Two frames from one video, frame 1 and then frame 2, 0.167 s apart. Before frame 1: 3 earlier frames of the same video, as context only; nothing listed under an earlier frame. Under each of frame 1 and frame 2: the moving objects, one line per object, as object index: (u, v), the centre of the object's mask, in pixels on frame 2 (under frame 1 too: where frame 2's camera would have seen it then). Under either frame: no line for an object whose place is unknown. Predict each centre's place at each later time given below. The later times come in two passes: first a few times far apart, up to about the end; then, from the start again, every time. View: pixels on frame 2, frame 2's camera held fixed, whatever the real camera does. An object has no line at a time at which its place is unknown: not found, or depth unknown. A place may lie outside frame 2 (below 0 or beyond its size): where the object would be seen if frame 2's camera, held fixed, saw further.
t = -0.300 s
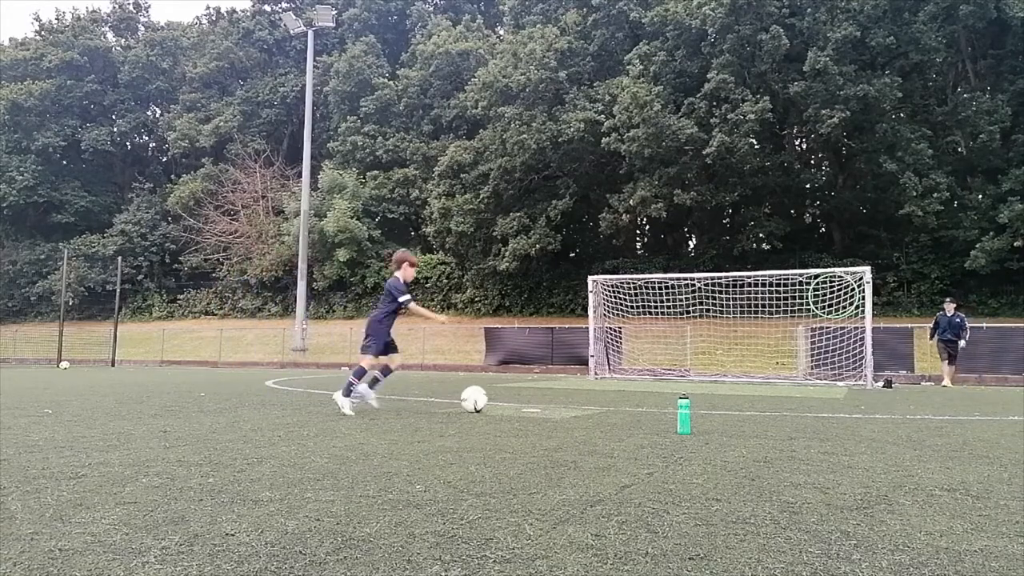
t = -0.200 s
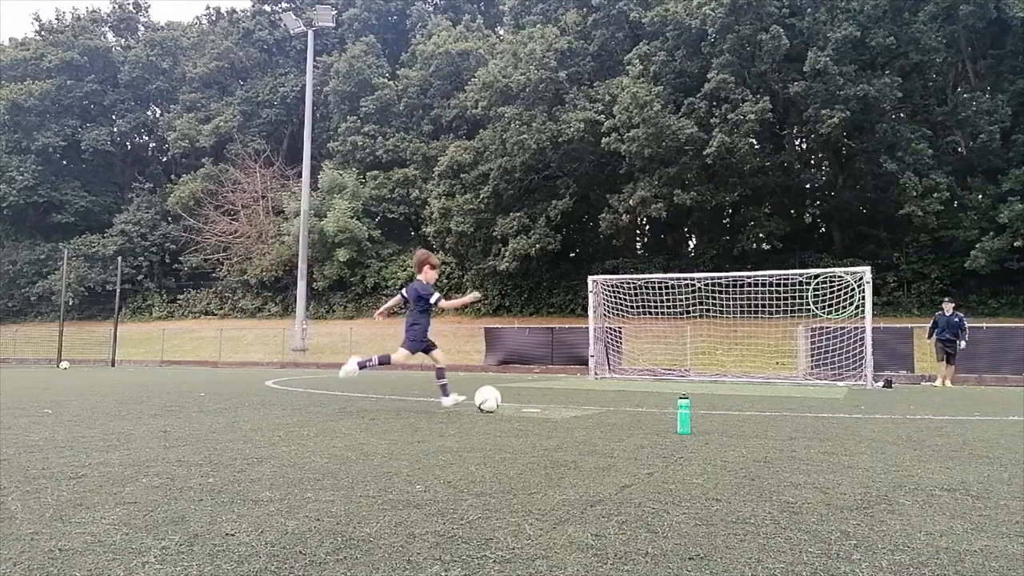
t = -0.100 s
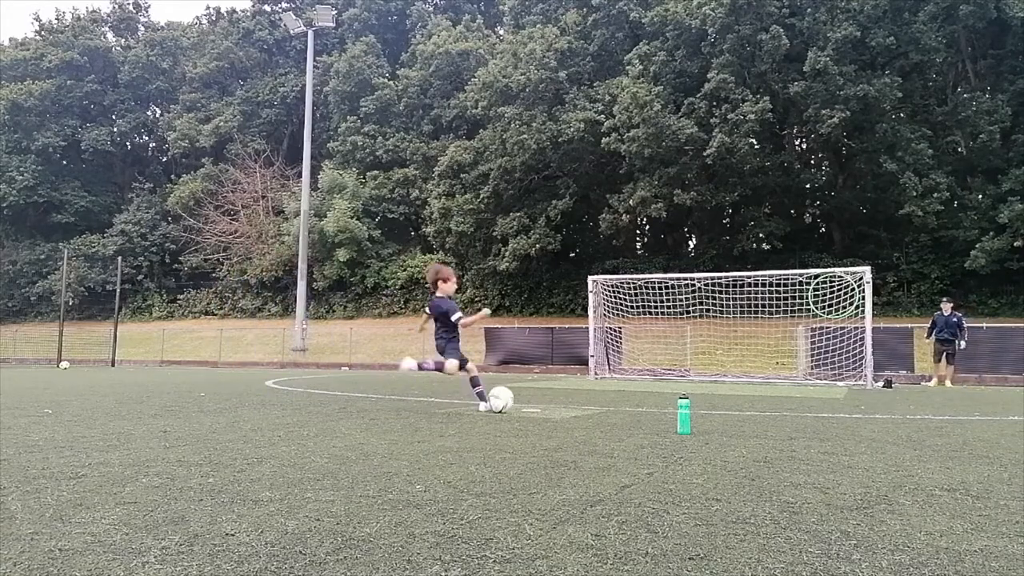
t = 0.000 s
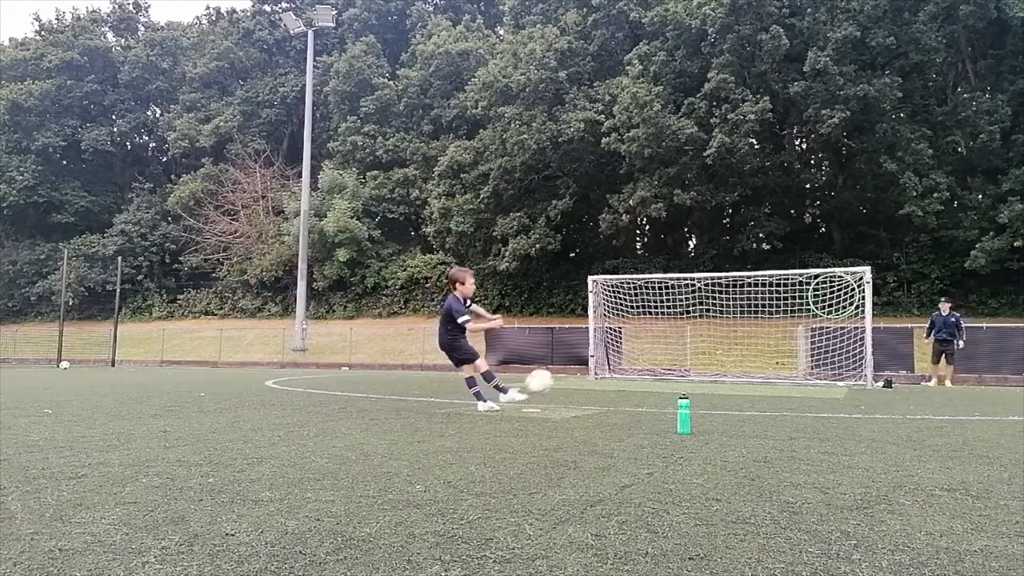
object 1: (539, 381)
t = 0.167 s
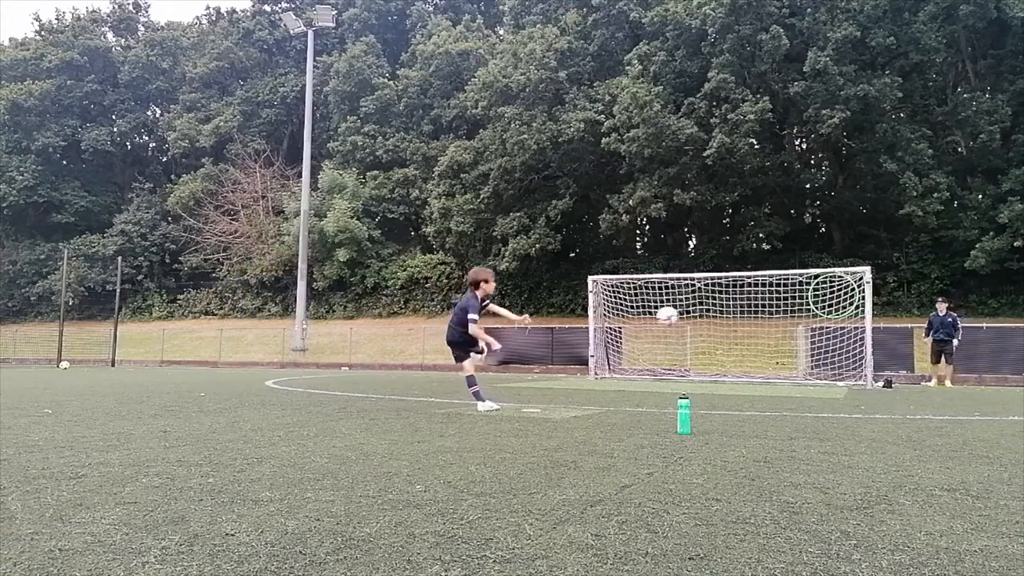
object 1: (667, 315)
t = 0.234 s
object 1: (702, 303)
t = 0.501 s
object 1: (793, 295)
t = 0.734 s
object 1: (845, 301)
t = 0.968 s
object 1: (856, 355)
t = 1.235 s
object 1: (858, 346)
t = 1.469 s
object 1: (851, 332)
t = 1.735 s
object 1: (840, 357)
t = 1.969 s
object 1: (837, 368)
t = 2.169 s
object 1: (839, 358)
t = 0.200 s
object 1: (685, 309)
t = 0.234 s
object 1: (702, 303)
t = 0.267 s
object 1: (717, 299)
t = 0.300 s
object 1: (731, 296)
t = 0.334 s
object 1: (743, 294)
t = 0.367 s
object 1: (755, 292)
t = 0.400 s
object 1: (766, 292)
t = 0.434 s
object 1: (775, 292)
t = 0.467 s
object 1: (784, 293)
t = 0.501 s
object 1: (793, 295)
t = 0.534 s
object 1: (800, 296)
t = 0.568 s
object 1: (807, 300)
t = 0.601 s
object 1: (814, 302)
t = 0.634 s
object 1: (822, 305)
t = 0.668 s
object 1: (831, 304)
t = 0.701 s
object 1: (839, 302)
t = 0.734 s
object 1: (845, 301)
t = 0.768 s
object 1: (848, 305)
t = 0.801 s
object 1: (849, 312)
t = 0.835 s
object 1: (851, 319)
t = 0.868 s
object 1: (852, 327)
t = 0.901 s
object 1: (853, 336)
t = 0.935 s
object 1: (855, 345)
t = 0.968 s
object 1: (856, 355)
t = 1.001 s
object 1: (858, 366)
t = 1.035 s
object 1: (858, 378)
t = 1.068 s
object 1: (859, 377)
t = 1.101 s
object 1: (859, 370)
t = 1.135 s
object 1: (859, 363)
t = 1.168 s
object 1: (859, 357)
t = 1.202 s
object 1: (859, 351)
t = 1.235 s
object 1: (858, 346)
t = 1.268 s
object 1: (858, 342)
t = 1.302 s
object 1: (858, 339)
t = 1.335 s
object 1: (856, 336)
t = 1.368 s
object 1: (854, 334)
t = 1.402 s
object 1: (853, 333)
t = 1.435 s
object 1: (852, 332)
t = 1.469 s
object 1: (851, 332)
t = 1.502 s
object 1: (849, 333)
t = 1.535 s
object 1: (847, 335)
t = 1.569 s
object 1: (846, 336)
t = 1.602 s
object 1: (845, 339)
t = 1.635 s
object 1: (844, 342)
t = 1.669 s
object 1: (842, 347)
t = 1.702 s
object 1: (841, 351)
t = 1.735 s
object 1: (840, 357)
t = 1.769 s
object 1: (839, 363)
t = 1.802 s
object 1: (838, 370)
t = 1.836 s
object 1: (836, 378)
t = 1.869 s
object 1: (835, 381)
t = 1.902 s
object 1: (835, 377)
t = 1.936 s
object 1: (836, 372)
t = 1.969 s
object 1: (837, 368)
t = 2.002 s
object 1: (837, 364)
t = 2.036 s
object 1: (837, 362)
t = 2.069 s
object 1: (838, 359)
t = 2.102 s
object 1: (838, 358)
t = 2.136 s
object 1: (839, 358)
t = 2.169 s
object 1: (839, 358)
